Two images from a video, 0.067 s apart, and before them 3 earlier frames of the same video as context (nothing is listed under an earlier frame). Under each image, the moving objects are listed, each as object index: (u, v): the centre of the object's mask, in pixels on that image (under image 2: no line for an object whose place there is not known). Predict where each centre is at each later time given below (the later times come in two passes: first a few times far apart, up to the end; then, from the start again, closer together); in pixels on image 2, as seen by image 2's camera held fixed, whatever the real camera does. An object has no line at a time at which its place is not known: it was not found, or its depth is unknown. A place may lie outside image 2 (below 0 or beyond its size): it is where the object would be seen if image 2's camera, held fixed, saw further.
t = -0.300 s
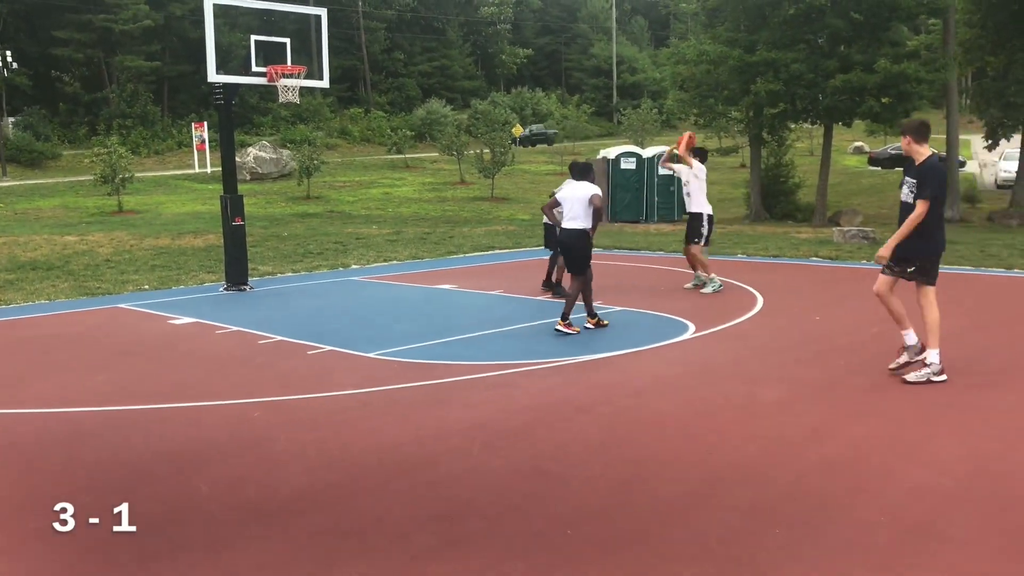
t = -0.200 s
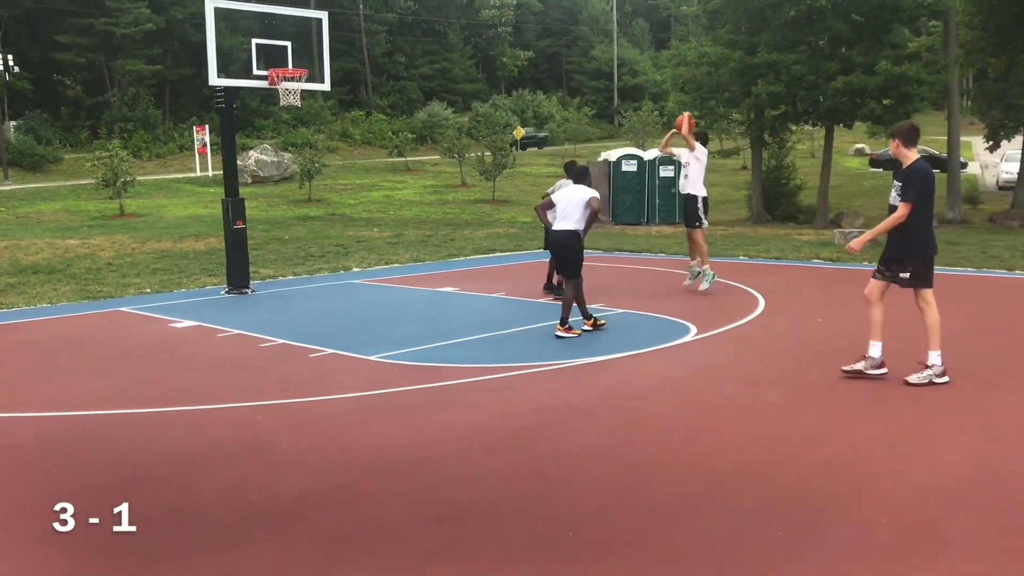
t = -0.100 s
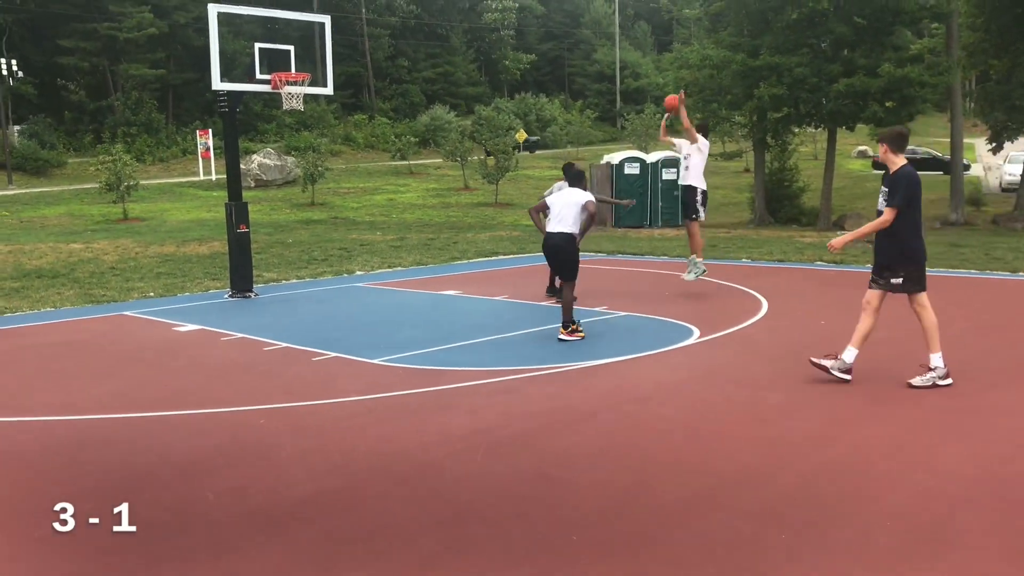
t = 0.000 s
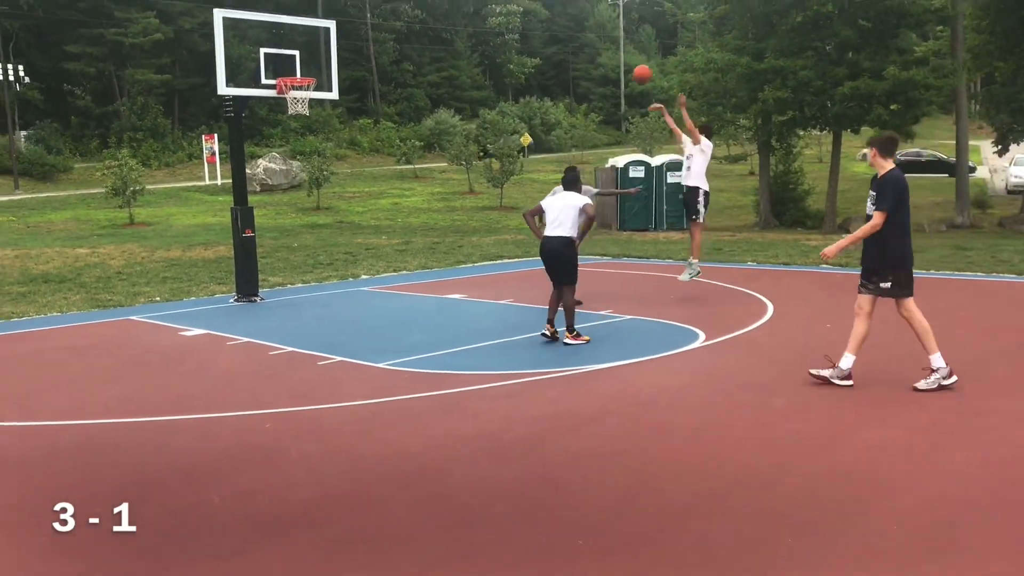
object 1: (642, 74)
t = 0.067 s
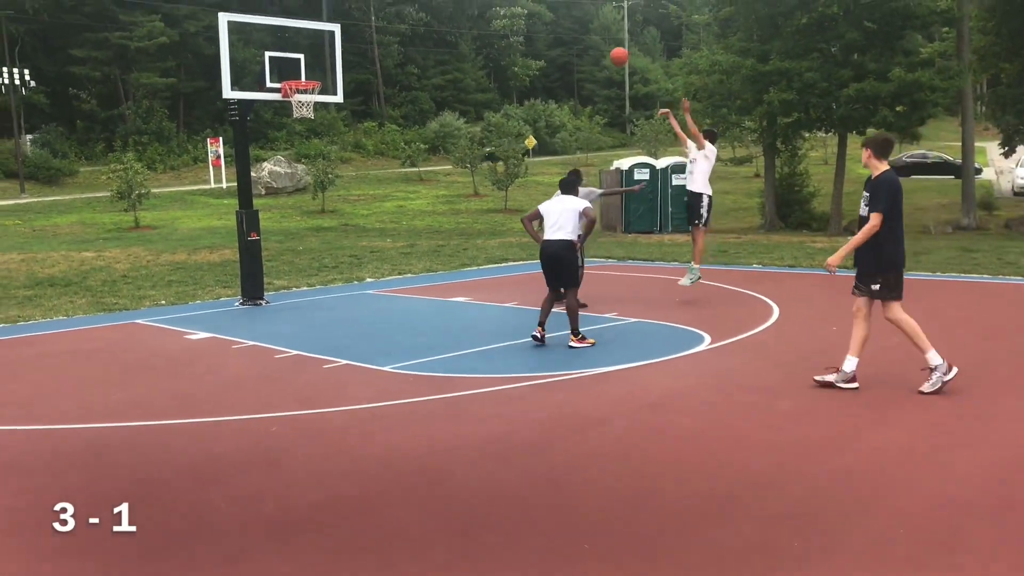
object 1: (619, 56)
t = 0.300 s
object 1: (522, 13)
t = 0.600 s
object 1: (399, 22)
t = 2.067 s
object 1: (341, 230)
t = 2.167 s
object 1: (350, 272)
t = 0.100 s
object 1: (604, 48)
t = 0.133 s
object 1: (591, 40)
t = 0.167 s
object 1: (577, 33)
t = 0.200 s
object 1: (563, 27)
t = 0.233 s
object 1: (549, 22)
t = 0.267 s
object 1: (535, 17)
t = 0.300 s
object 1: (522, 13)
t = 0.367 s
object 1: (494, 10)
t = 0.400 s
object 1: (481, 9)
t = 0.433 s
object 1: (467, 9)
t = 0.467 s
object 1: (453, 10)
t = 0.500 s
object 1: (440, 11)
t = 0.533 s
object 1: (426, 14)
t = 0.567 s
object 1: (412, 17)
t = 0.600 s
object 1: (399, 22)
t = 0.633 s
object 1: (386, 27)
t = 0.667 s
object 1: (373, 33)
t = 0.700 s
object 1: (360, 40)
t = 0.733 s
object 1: (347, 48)
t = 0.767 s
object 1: (335, 57)
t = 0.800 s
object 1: (322, 66)
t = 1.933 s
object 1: (328, 182)
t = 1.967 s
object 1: (331, 194)
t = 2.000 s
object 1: (334, 205)
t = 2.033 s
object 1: (337, 217)
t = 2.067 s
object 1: (341, 230)
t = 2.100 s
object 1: (345, 243)
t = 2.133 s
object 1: (347, 257)
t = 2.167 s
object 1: (350, 272)
